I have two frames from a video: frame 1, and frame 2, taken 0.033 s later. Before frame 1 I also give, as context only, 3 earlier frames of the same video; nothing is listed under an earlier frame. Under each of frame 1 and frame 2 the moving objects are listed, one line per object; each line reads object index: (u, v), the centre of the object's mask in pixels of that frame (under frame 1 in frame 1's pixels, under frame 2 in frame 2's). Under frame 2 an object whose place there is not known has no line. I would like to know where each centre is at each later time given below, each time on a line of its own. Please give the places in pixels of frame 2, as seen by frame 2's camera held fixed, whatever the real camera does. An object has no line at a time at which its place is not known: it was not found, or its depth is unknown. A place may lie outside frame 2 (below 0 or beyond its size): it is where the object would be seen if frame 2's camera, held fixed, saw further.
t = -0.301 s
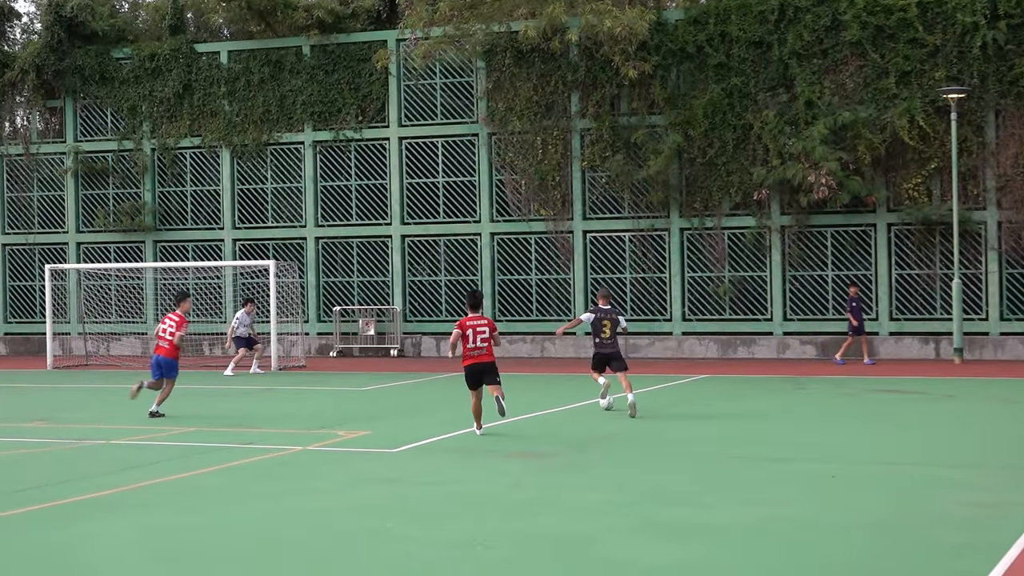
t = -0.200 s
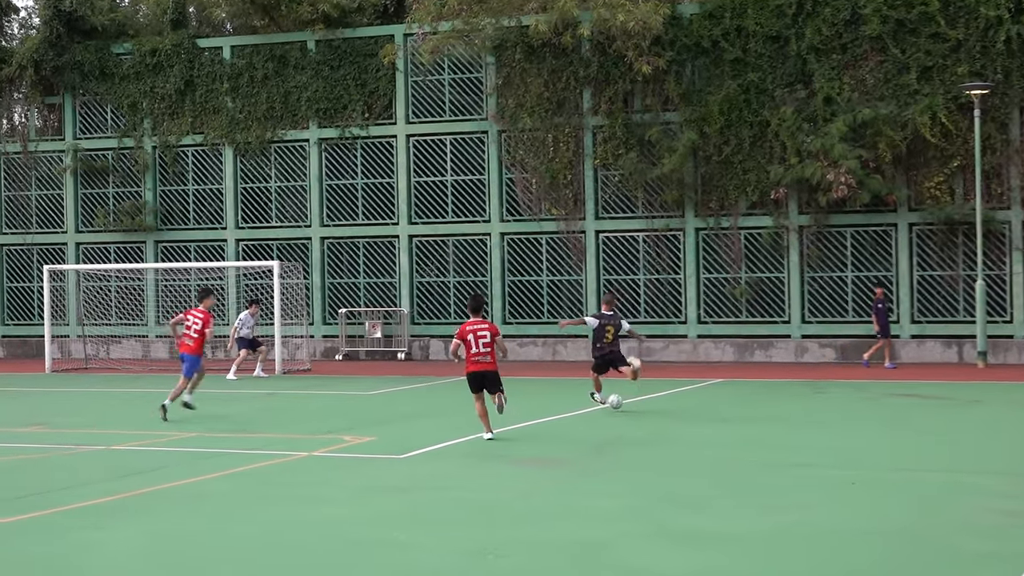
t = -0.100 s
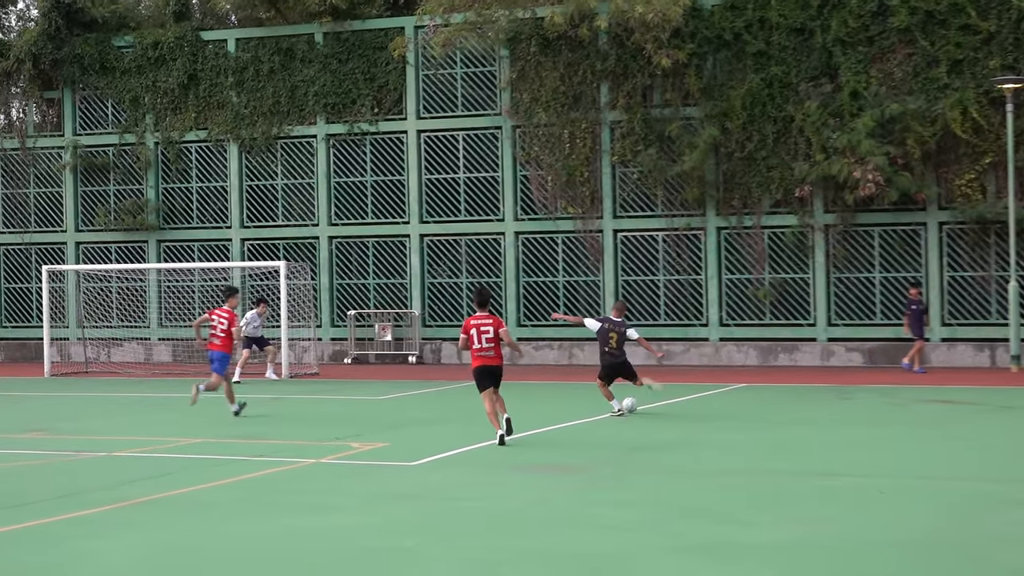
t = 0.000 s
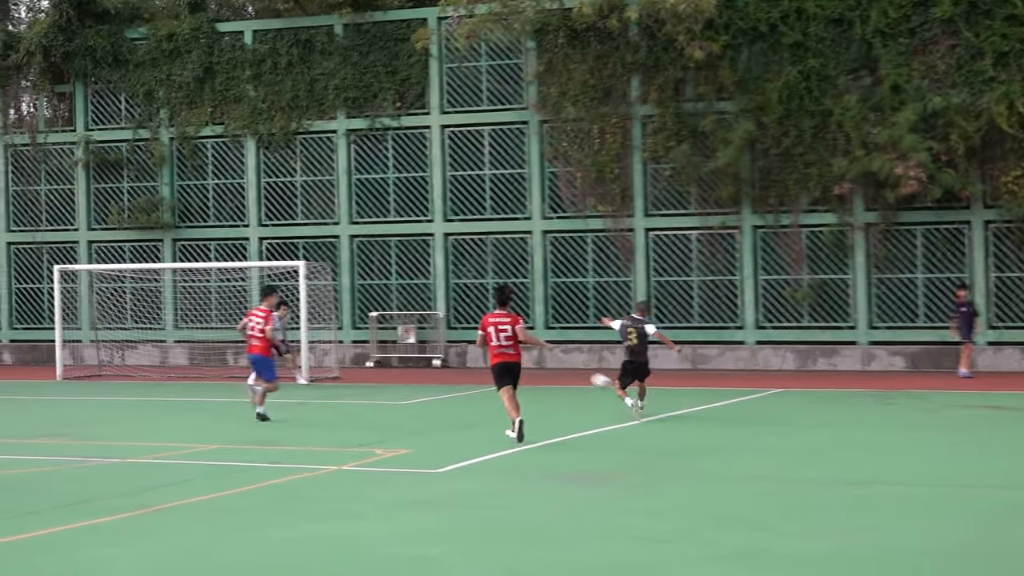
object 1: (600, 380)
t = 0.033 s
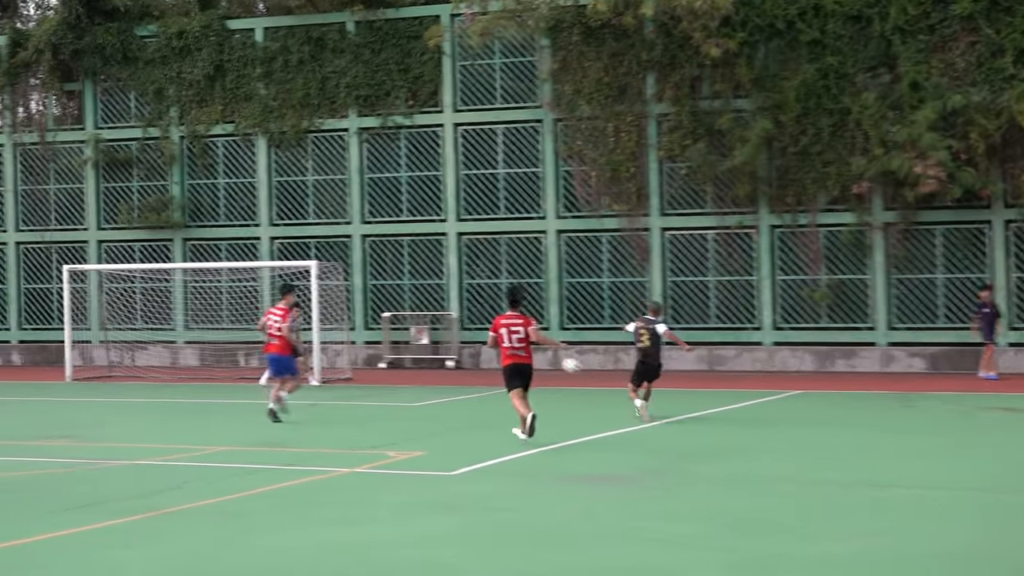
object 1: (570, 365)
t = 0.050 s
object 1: (549, 356)
